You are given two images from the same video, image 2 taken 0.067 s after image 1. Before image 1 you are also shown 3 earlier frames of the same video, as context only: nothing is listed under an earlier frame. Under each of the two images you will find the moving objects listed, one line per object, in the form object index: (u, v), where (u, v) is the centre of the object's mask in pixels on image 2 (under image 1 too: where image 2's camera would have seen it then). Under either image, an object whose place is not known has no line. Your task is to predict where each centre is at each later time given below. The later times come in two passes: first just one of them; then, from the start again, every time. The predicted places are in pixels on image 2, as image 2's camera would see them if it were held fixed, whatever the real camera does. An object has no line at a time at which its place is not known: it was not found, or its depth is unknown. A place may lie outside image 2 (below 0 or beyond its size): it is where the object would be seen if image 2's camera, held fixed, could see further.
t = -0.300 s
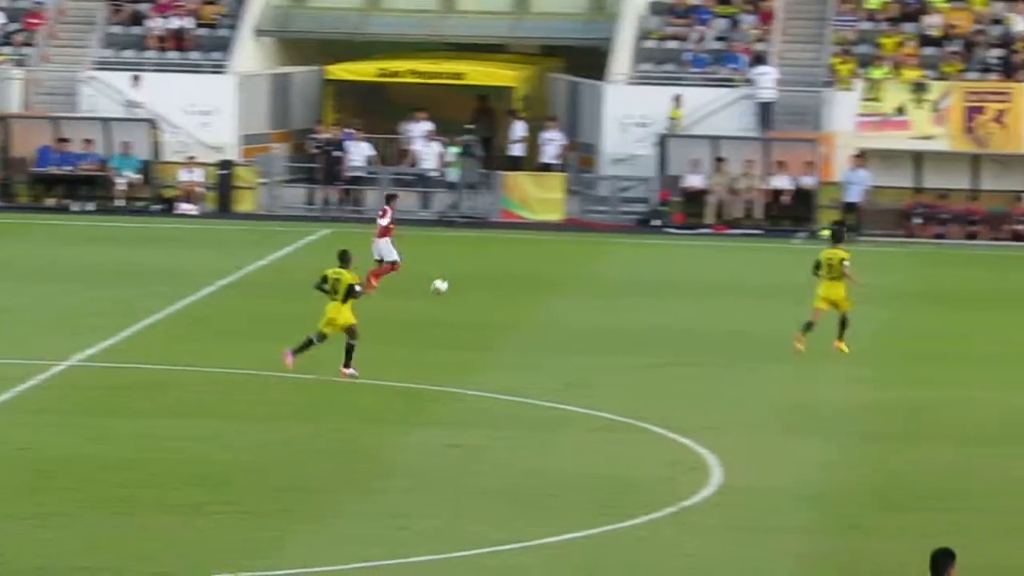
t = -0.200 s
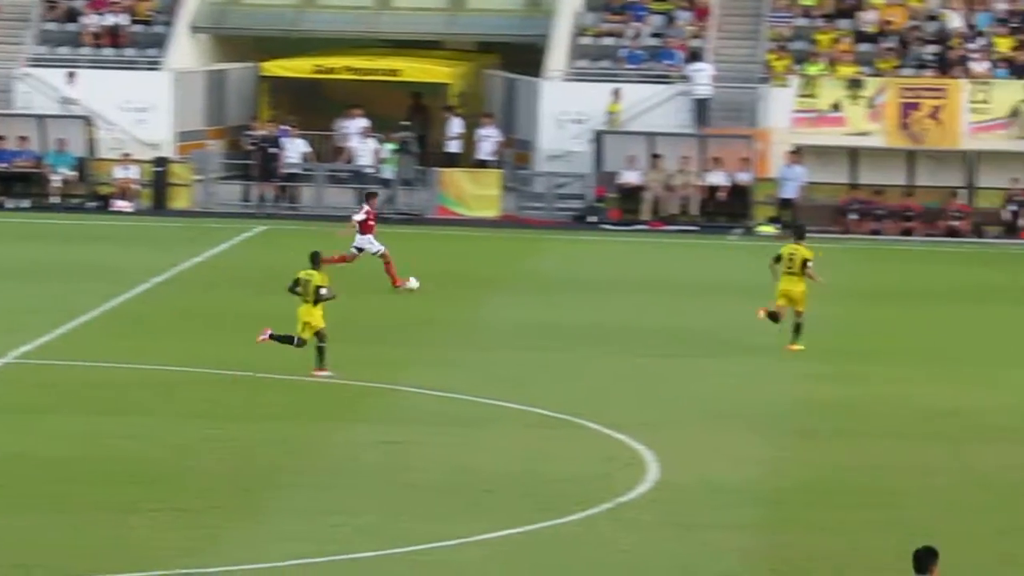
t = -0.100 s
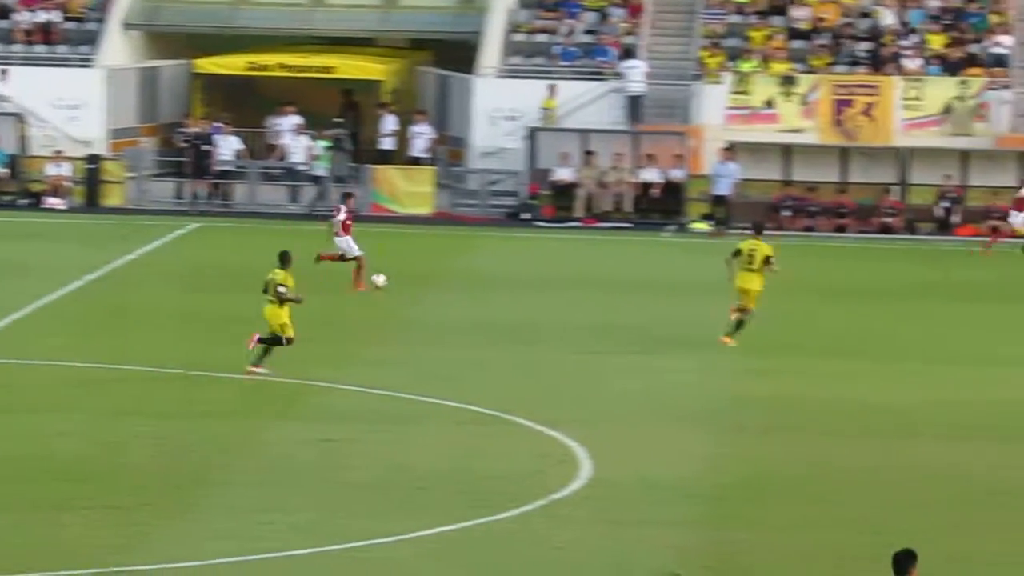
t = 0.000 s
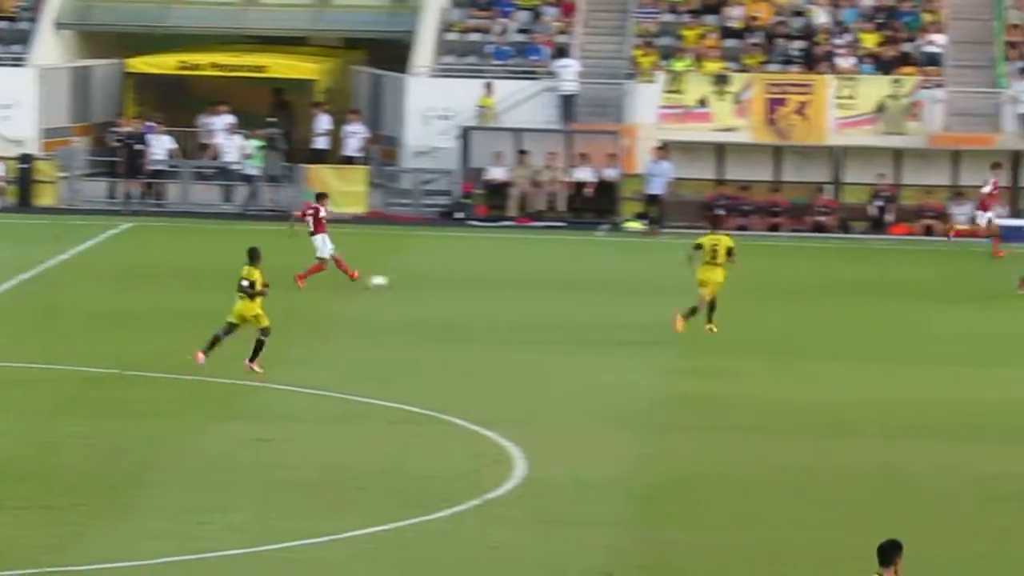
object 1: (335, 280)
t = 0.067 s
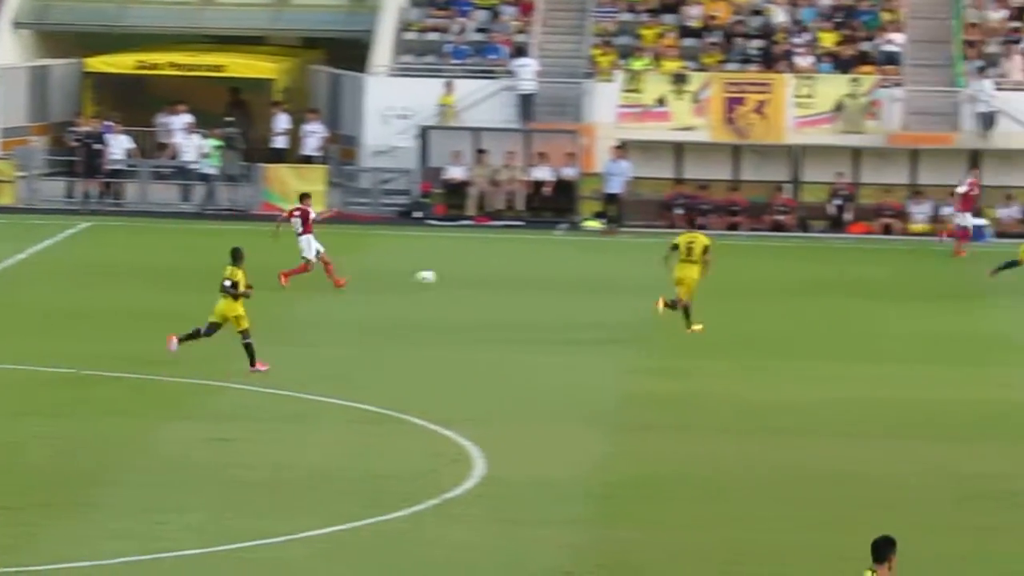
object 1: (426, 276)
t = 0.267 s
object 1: (683, 290)
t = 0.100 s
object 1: (470, 276)
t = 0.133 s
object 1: (513, 277)
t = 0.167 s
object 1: (557, 278)
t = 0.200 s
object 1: (599, 281)
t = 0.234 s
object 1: (642, 284)
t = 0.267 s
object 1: (683, 290)
